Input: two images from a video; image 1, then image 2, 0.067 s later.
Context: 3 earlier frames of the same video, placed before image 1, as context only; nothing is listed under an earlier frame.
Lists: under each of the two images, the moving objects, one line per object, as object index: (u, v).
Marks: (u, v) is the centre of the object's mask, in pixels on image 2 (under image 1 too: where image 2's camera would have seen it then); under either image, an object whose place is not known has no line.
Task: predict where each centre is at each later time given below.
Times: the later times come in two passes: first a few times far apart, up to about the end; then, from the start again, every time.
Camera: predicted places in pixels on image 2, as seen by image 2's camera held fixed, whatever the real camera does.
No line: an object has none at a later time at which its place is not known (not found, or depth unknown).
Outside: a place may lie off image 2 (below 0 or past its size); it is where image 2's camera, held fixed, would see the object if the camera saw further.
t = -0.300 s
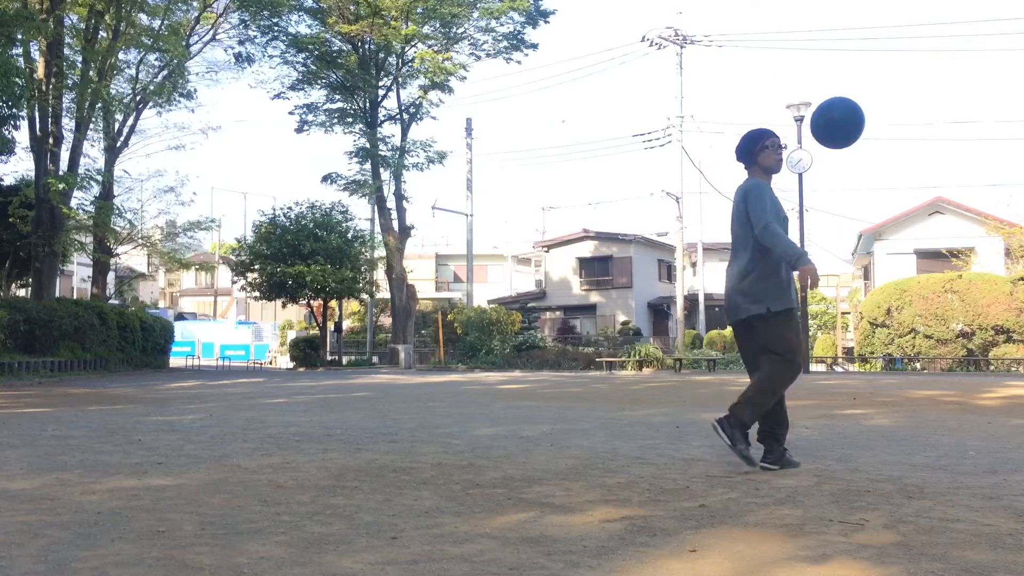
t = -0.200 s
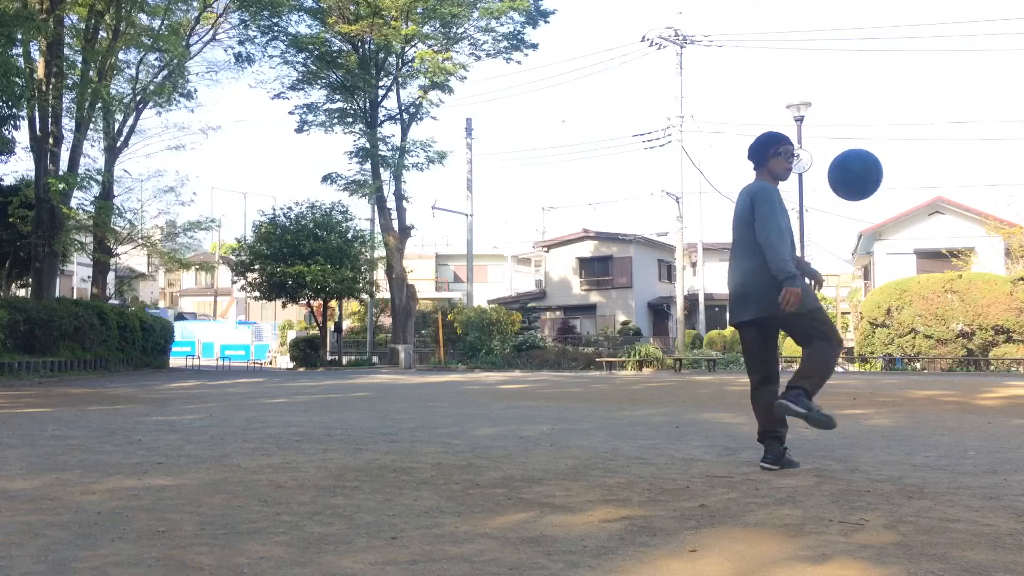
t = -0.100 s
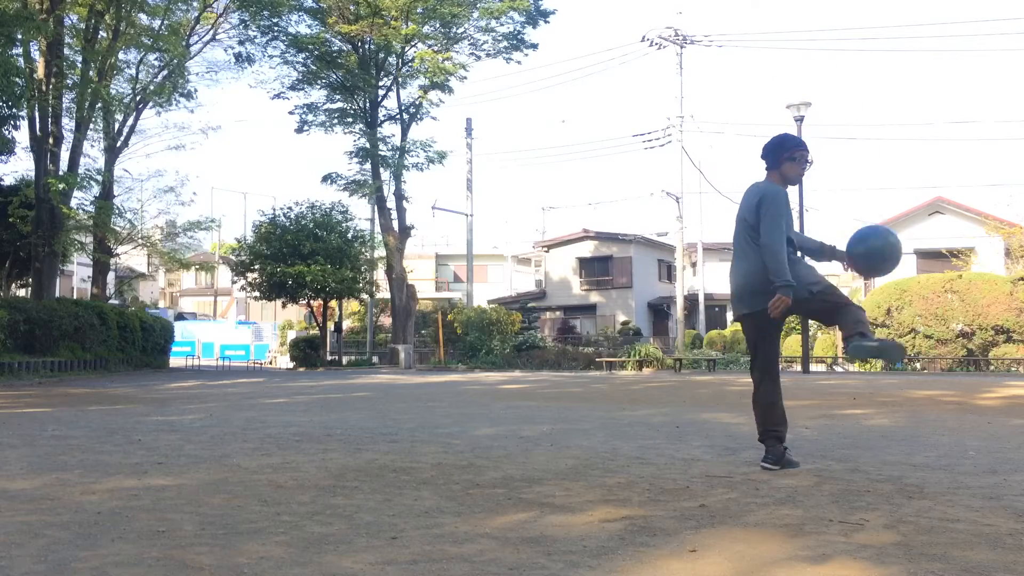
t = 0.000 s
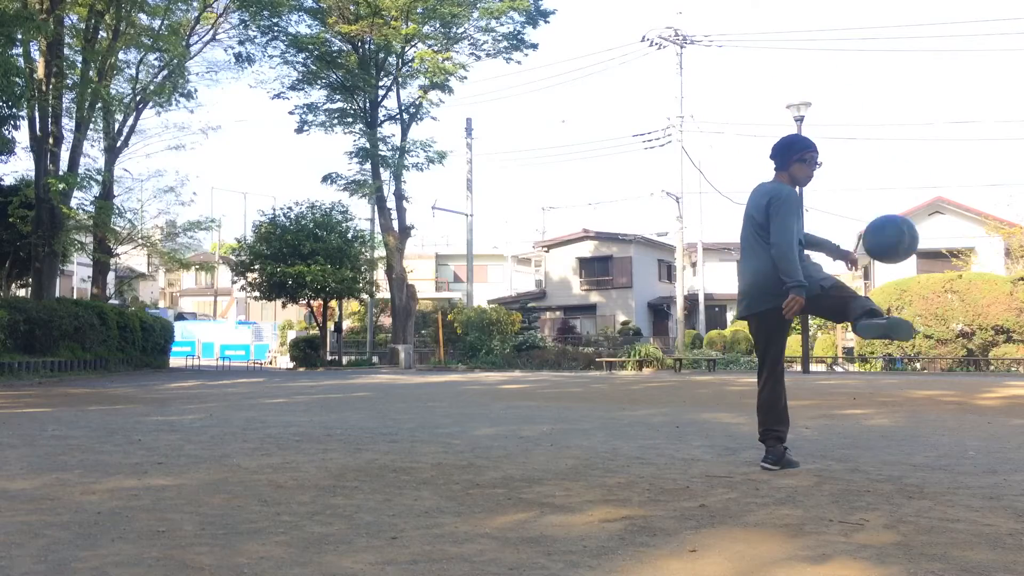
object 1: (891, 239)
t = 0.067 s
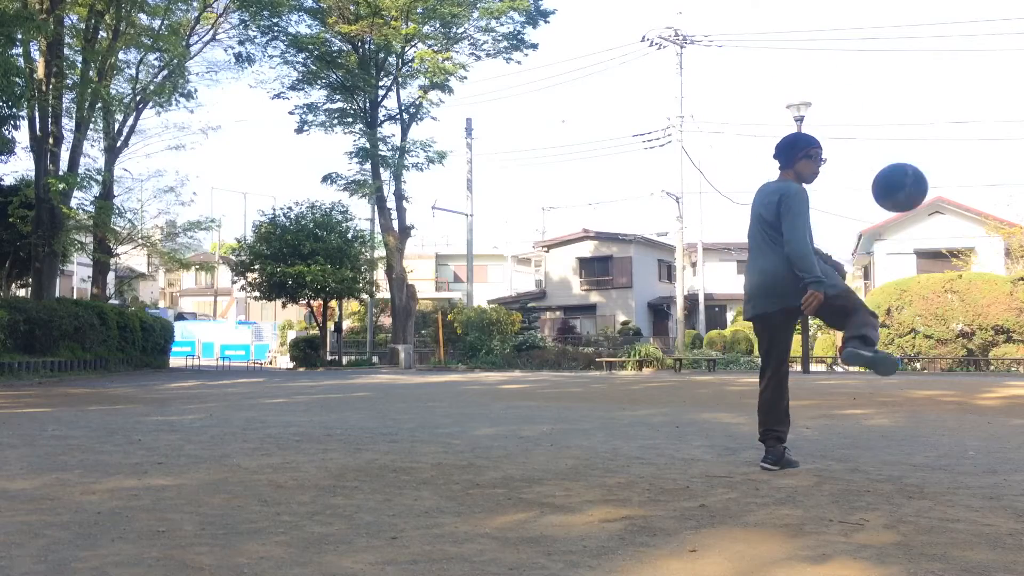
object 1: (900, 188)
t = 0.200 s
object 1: (919, 116)
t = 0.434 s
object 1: (954, 86)
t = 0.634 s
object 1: (986, 154)
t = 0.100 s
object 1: (904, 166)
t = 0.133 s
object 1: (909, 146)
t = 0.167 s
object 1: (914, 130)
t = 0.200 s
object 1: (919, 116)
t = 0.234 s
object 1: (923, 104)
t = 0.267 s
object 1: (928, 95)
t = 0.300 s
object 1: (933, 88)
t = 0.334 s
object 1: (938, 84)
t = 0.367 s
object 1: (943, 82)
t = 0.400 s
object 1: (948, 83)
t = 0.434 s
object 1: (954, 86)
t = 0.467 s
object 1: (959, 91)
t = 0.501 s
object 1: (964, 99)
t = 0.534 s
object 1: (970, 109)
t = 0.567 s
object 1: (975, 122)
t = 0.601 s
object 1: (981, 137)
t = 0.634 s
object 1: (986, 154)
